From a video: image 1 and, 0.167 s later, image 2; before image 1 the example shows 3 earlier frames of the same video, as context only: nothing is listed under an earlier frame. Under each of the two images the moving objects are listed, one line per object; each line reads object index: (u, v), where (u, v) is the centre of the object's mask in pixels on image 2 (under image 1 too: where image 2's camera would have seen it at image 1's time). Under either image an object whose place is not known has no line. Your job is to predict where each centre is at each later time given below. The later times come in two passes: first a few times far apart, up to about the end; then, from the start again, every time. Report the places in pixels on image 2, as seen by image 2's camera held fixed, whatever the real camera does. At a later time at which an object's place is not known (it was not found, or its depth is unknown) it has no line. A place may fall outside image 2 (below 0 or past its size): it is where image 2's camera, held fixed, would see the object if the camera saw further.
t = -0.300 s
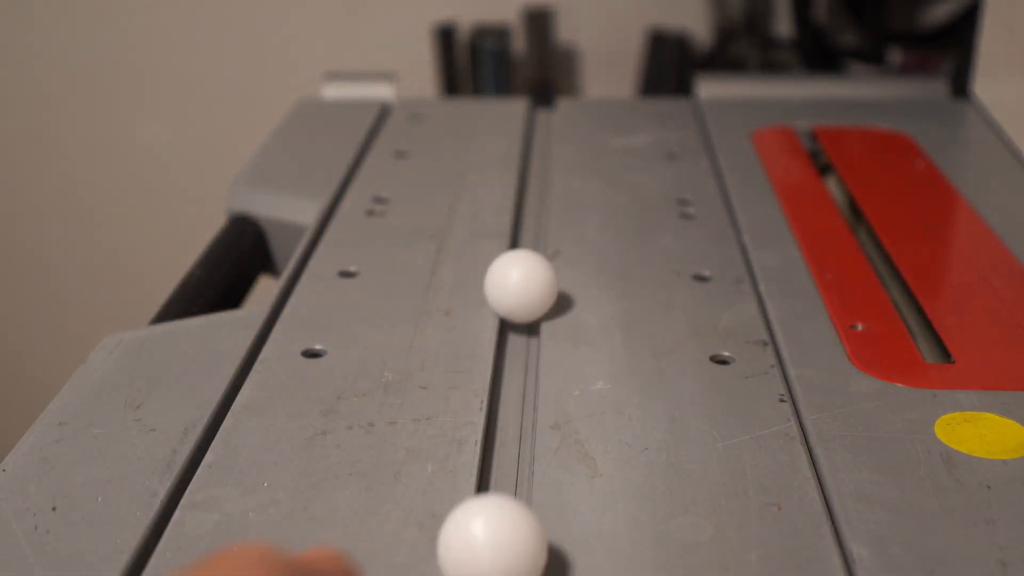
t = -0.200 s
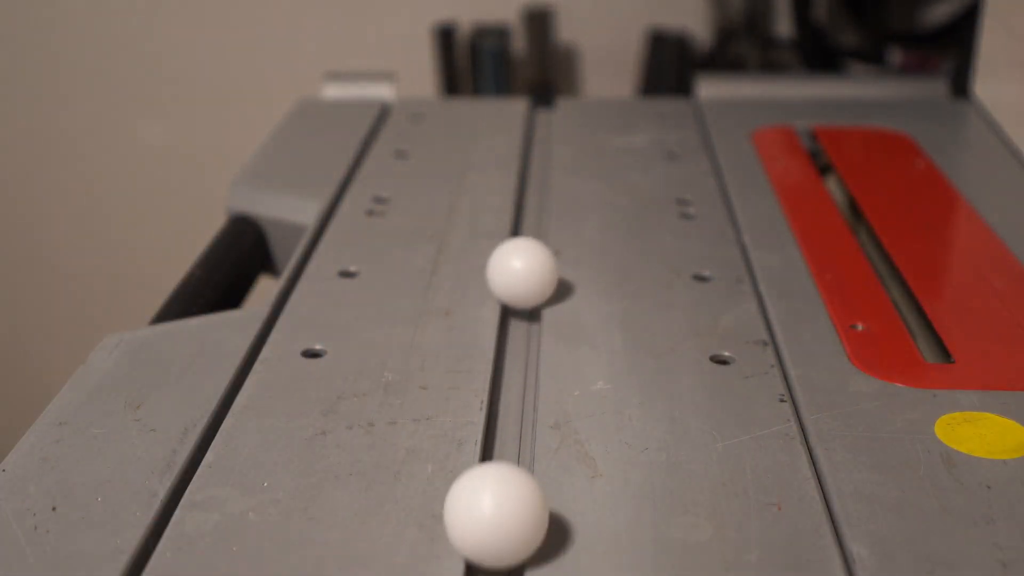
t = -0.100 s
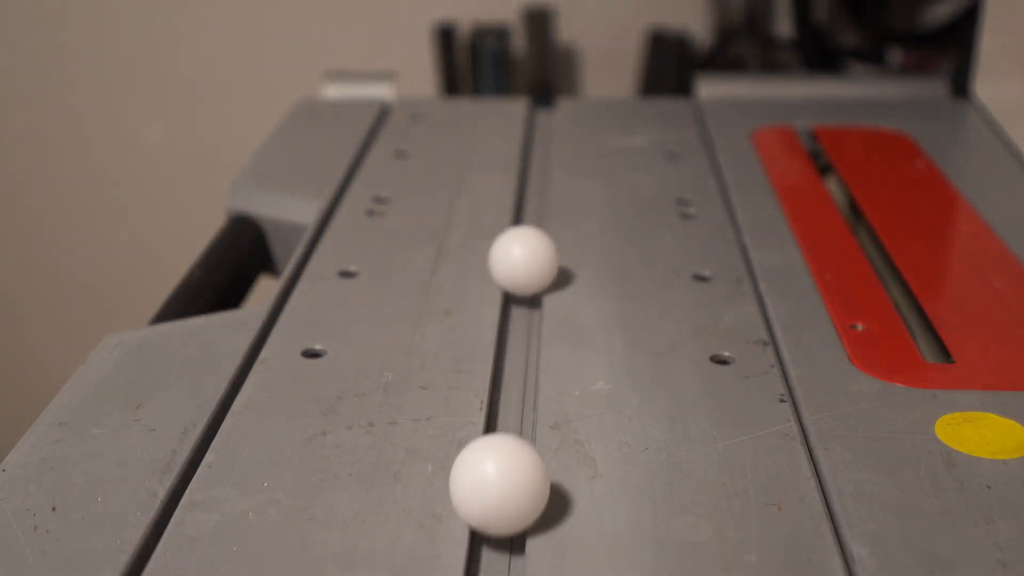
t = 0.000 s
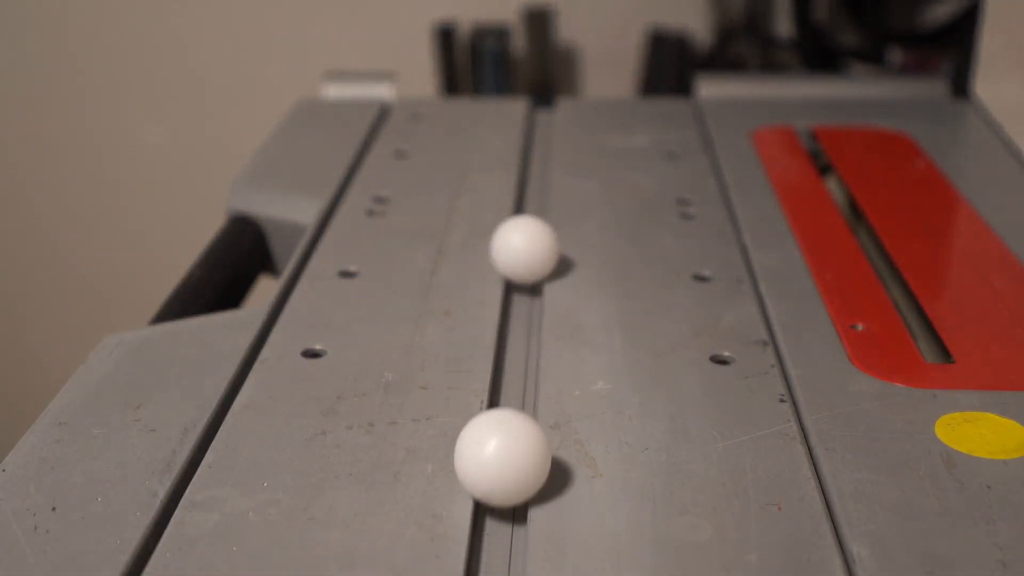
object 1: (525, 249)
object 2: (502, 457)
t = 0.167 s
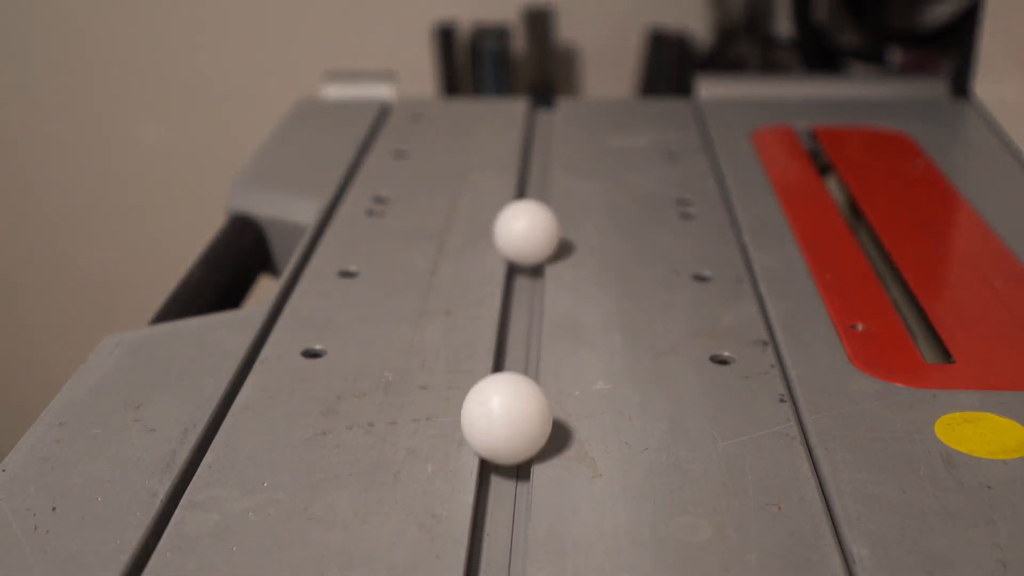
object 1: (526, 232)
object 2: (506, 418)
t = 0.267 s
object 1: (527, 223)
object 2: (509, 396)
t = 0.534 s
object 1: (530, 201)
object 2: (514, 349)
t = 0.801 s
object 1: (532, 182)
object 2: (518, 310)
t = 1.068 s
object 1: (533, 166)
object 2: (521, 278)
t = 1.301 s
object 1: (534, 153)
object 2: (524, 255)
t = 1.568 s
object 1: (536, 140)
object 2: (526, 232)
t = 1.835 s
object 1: (537, 129)
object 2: (528, 213)
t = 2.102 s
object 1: (538, 119)
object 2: (530, 196)
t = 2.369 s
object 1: (539, 110)
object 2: (532, 181)
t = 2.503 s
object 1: (539, 106)
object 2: (532, 175)
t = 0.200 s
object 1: (527, 229)
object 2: (507, 410)
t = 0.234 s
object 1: (527, 226)
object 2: (508, 403)
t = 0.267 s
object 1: (527, 223)
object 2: (509, 396)
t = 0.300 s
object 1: (528, 220)
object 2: (509, 390)
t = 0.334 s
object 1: (528, 217)
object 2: (510, 384)
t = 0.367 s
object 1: (528, 215)
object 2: (511, 377)
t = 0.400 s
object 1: (529, 212)
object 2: (511, 372)
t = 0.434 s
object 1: (529, 209)
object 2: (512, 366)
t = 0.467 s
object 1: (529, 207)
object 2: (513, 360)
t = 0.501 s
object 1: (529, 204)
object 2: (513, 355)
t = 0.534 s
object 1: (530, 201)
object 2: (514, 349)
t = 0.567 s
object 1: (530, 199)
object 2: (514, 344)
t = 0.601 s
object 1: (530, 195)
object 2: (515, 339)
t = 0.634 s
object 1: (531, 194)
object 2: (516, 333)
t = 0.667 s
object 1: (531, 191)
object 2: (516, 329)
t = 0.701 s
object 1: (531, 188)
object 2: (516, 324)
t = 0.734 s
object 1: (531, 186)
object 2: (517, 320)
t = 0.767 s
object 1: (532, 184)
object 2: (517, 315)
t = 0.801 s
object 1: (532, 182)
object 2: (518, 310)
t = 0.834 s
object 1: (532, 180)
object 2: (518, 306)
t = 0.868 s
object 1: (532, 178)
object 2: (518, 302)
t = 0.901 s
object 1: (532, 176)
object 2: (519, 298)
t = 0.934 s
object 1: (533, 174)
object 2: (519, 294)
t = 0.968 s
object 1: (533, 172)
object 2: (520, 290)
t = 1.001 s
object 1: (533, 170)
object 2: (521, 286)
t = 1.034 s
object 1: (533, 168)
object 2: (521, 282)
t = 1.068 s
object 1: (533, 166)
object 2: (521, 278)
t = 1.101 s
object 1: (534, 164)
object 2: (522, 275)
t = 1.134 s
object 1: (534, 162)
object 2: (522, 271)
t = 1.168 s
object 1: (534, 160)
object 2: (523, 268)
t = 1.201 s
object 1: (534, 159)
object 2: (523, 264)
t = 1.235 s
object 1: (534, 157)
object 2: (523, 261)
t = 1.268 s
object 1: (534, 155)
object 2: (524, 257)
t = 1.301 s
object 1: (534, 153)
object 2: (524, 255)
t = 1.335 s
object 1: (535, 152)
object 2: (524, 252)
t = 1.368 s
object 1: (535, 150)
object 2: (524, 249)
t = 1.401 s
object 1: (535, 148)
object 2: (525, 246)
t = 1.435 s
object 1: (535, 146)
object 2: (525, 243)
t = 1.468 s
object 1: (535, 145)
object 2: (526, 240)
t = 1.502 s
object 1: (536, 143)
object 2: (526, 237)
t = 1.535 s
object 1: (536, 142)
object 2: (526, 234)
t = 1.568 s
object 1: (536, 140)
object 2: (526, 232)
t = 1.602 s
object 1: (536, 139)
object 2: (527, 230)
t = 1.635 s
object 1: (536, 138)
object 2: (527, 227)
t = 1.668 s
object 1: (536, 136)
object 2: (527, 225)
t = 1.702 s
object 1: (536, 135)
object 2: (527, 222)
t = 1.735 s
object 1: (536, 133)
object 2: (528, 220)
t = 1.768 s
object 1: (537, 132)
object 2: (528, 217)
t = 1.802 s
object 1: (537, 131)
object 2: (528, 215)
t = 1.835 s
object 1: (537, 129)
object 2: (528, 213)
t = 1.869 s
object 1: (537, 128)
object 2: (529, 210)
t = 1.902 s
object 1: (537, 126)
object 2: (529, 209)
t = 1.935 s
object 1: (537, 125)
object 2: (529, 206)
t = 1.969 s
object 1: (537, 124)
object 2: (529, 204)
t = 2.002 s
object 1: (537, 123)
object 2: (530, 202)
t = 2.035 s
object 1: (538, 121)
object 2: (530, 200)
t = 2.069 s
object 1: (538, 120)
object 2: (530, 198)
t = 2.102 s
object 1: (538, 119)
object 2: (530, 196)
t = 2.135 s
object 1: (538, 118)
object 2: (530, 194)
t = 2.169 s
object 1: (538, 117)
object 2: (531, 193)
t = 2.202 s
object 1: (538, 116)
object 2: (531, 191)
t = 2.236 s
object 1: (538, 115)
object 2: (531, 189)
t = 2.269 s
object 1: (538, 113)
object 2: (531, 186)
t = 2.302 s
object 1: (539, 113)
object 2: (531, 185)
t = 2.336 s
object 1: (539, 111)
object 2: (532, 182)
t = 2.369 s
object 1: (539, 110)
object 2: (532, 181)
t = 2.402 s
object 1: (539, 109)
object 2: (532, 180)
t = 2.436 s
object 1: (539, 108)
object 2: (532, 178)
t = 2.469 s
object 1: (539, 108)
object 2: (532, 177)
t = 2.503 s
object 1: (539, 106)
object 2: (532, 175)
